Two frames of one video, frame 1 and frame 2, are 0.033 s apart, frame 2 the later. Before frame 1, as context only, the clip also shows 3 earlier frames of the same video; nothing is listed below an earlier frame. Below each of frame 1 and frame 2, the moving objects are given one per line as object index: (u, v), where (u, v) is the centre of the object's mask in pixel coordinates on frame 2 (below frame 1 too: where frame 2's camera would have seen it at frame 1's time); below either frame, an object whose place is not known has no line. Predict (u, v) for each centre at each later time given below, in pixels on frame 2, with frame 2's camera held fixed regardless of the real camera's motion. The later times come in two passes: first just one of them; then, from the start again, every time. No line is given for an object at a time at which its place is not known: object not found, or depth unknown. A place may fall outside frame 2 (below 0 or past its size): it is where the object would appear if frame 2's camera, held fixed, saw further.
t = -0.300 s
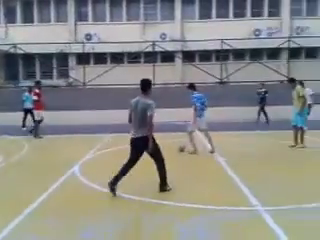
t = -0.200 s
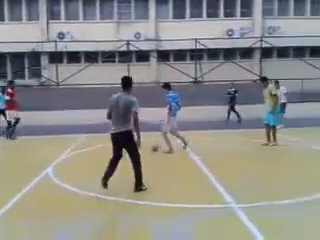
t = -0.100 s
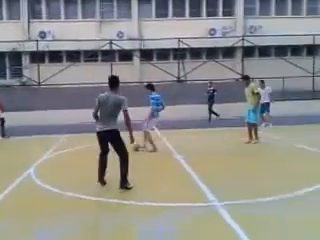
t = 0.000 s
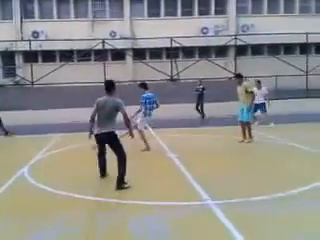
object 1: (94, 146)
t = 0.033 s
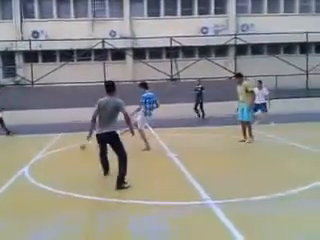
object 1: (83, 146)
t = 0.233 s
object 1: (2, 158)
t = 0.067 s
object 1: (70, 148)
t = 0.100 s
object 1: (56, 149)
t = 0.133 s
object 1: (43, 150)
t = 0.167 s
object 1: (28, 156)
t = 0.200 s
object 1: (15, 157)
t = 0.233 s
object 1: (2, 158)
